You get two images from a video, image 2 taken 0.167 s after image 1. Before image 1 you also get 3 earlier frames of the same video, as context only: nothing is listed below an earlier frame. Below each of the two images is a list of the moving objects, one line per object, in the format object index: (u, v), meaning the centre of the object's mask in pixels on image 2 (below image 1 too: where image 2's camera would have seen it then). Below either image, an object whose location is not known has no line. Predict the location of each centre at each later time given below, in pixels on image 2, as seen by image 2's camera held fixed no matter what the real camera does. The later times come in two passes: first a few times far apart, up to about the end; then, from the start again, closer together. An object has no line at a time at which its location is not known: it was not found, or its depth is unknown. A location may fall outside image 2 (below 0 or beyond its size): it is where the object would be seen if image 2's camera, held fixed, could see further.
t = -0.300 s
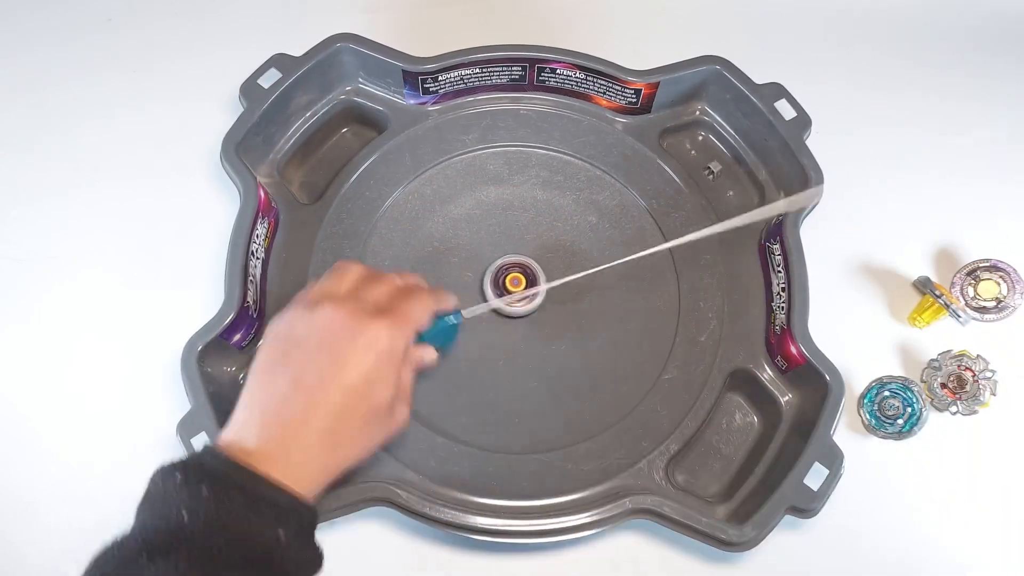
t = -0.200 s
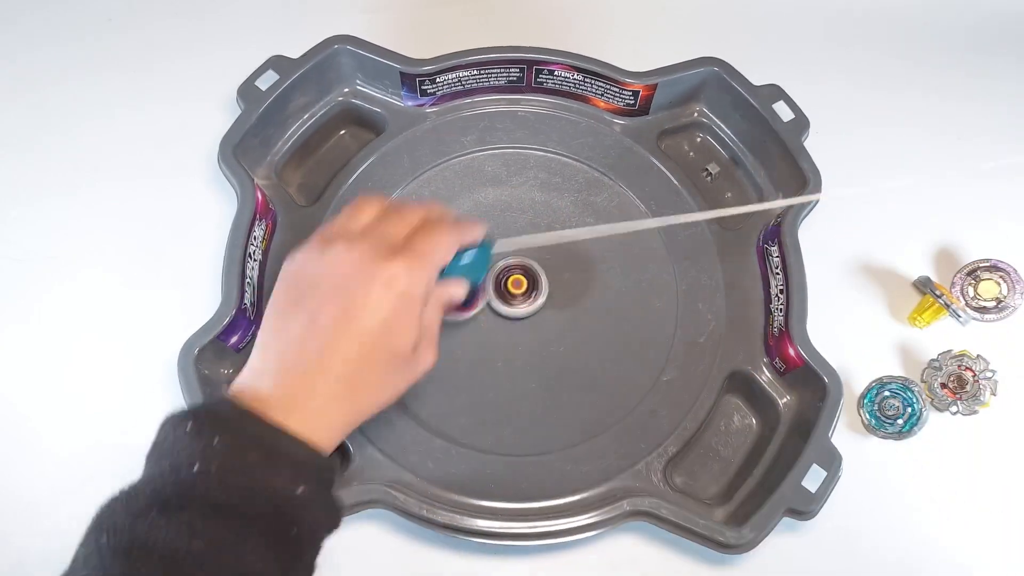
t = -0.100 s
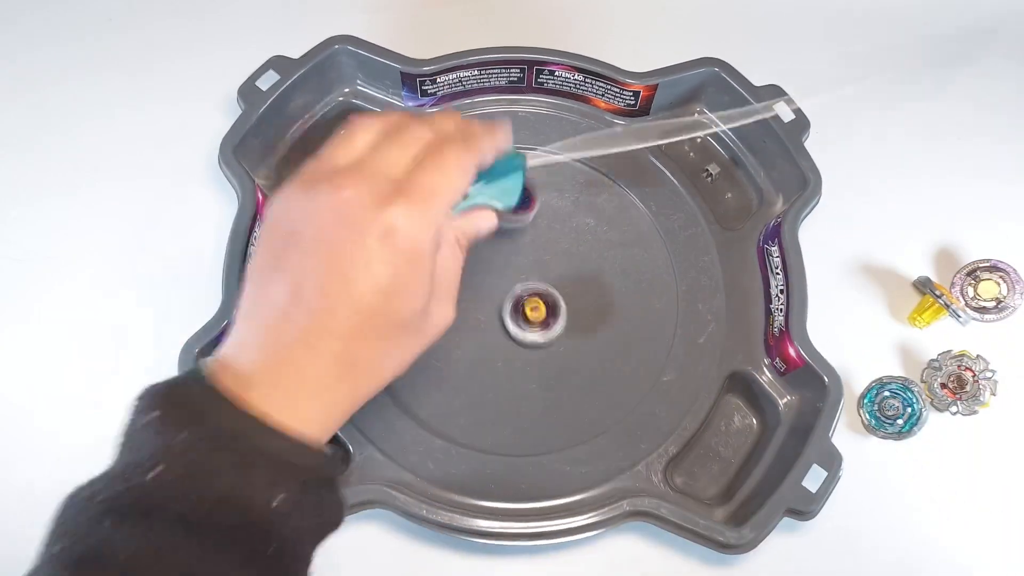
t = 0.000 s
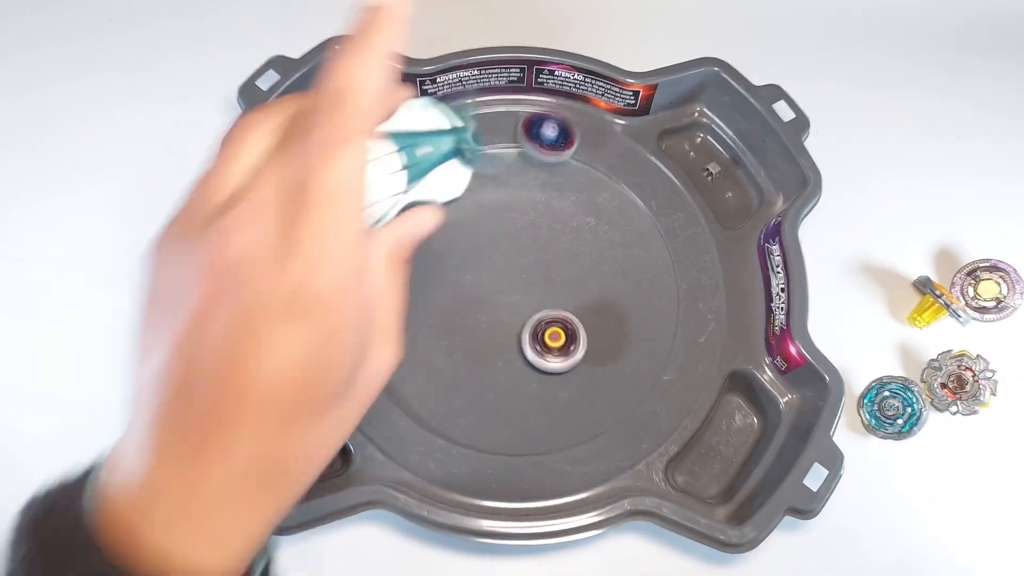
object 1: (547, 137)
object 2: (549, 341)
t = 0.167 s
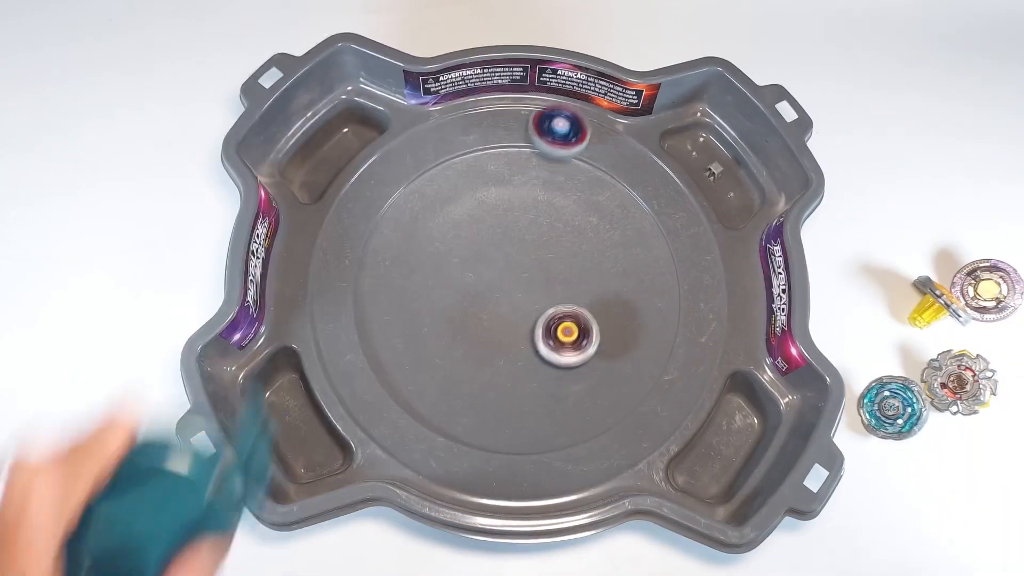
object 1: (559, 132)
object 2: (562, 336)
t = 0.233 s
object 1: (543, 161)
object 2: (561, 325)
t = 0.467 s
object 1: (460, 288)
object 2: (531, 282)
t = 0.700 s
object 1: (404, 341)
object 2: (494, 324)
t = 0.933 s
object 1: (450, 383)
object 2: (513, 321)
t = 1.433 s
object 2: (491, 199)
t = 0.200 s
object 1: (553, 144)
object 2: (562, 331)
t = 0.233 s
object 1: (543, 161)
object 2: (561, 325)
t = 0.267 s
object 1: (532, 183)
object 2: (560, 318)
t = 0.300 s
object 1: (521, 202)
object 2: (559, 310)
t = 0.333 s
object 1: (510, 223)
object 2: (558, 302)
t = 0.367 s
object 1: (497, 245)
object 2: (555, 294)
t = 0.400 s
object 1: (485, 263)
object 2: (548, 287)
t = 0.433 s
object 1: (472, 278)
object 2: (539, 283)
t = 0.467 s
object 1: (460, 288)
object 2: (531, 282)
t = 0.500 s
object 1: (447, 294)
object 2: (522, 283)
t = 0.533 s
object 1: (435, 299)
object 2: (512, 285)
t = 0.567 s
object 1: (425, 305)
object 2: (503, 290)
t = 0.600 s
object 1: (417, 313)
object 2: (497, 297)
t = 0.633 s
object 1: (411, 322)
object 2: (494, 306)
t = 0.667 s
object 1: (407, 332)
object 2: (492, 316)
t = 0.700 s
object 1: (404, 341)
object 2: (494, 324)
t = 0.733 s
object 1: (403, 351)
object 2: (500, 329)
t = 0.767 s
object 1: (404, 360)
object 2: (508, 331)
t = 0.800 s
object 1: (409, 368)
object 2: (512, 329)
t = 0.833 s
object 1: (416, 376)
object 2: (516, 328)
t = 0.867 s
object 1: (426, 381)
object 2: (515, 326)
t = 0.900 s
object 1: (438, 384)
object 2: (514, 324)
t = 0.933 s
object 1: (450, 383)
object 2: (513, 321)
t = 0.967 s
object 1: (464, 381)
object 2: (513, 319)
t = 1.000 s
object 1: (477, 376)
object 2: (513, 316)
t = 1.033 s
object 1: (488, 369)
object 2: (513, 313)
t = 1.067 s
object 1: (463, 399)
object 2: (546, 275)
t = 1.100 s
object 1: (436, 425)
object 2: (583, 224)
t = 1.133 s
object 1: (424, 430)
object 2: (612, 173)
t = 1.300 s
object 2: (560, 152)
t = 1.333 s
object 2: (544, 161)
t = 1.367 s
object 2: (529, 171)
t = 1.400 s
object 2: (509, 183)
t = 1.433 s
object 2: (491, 199)
